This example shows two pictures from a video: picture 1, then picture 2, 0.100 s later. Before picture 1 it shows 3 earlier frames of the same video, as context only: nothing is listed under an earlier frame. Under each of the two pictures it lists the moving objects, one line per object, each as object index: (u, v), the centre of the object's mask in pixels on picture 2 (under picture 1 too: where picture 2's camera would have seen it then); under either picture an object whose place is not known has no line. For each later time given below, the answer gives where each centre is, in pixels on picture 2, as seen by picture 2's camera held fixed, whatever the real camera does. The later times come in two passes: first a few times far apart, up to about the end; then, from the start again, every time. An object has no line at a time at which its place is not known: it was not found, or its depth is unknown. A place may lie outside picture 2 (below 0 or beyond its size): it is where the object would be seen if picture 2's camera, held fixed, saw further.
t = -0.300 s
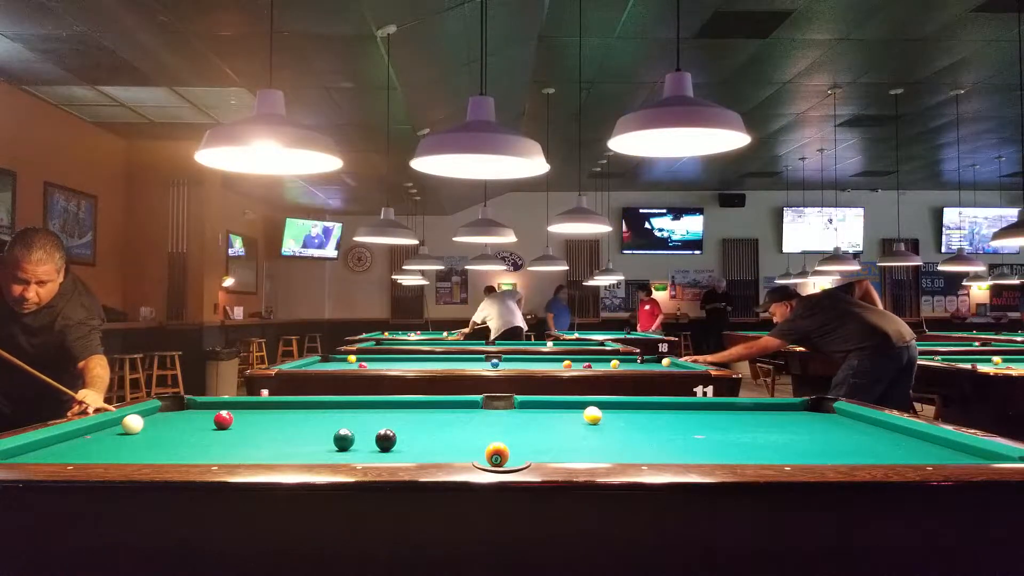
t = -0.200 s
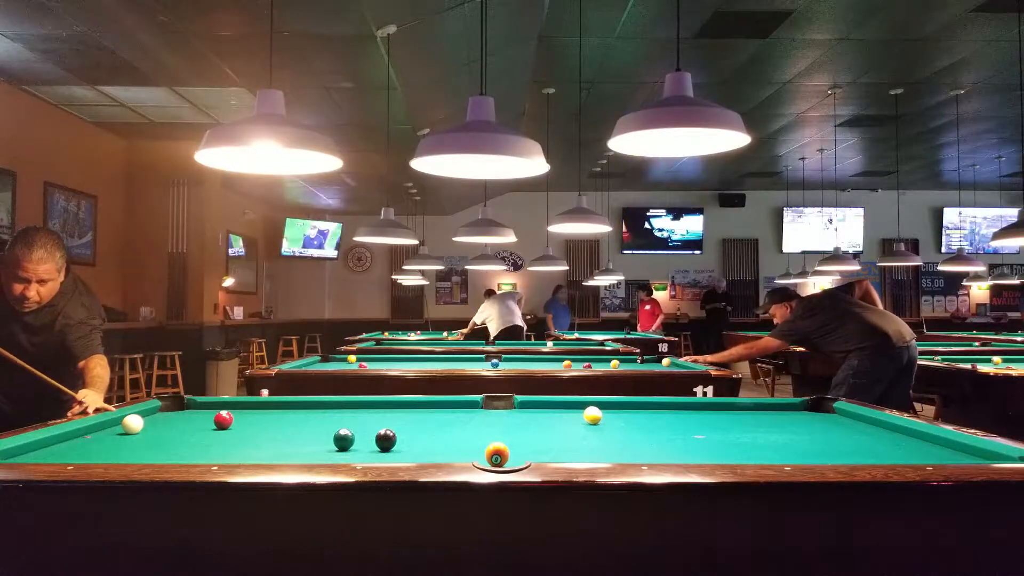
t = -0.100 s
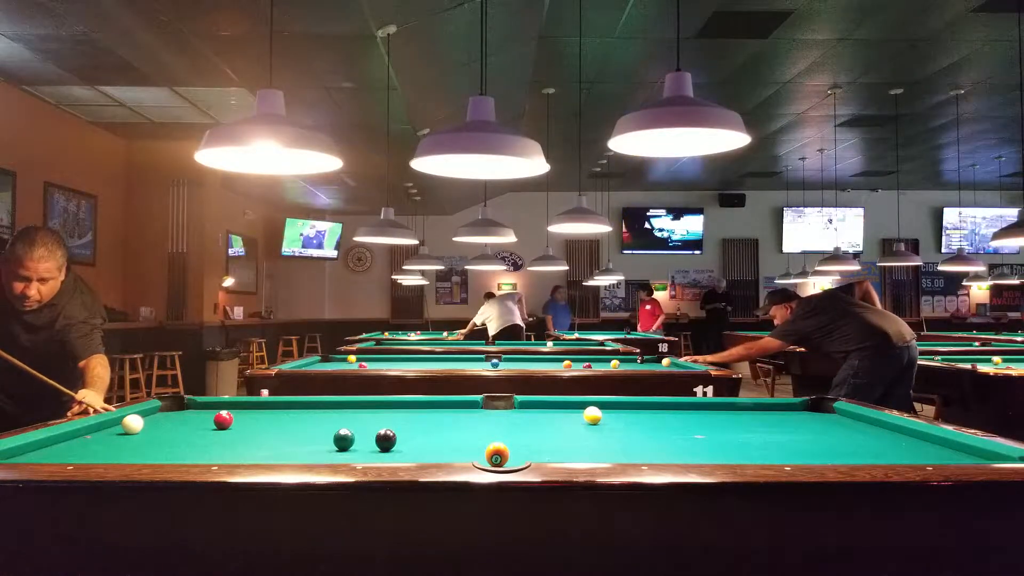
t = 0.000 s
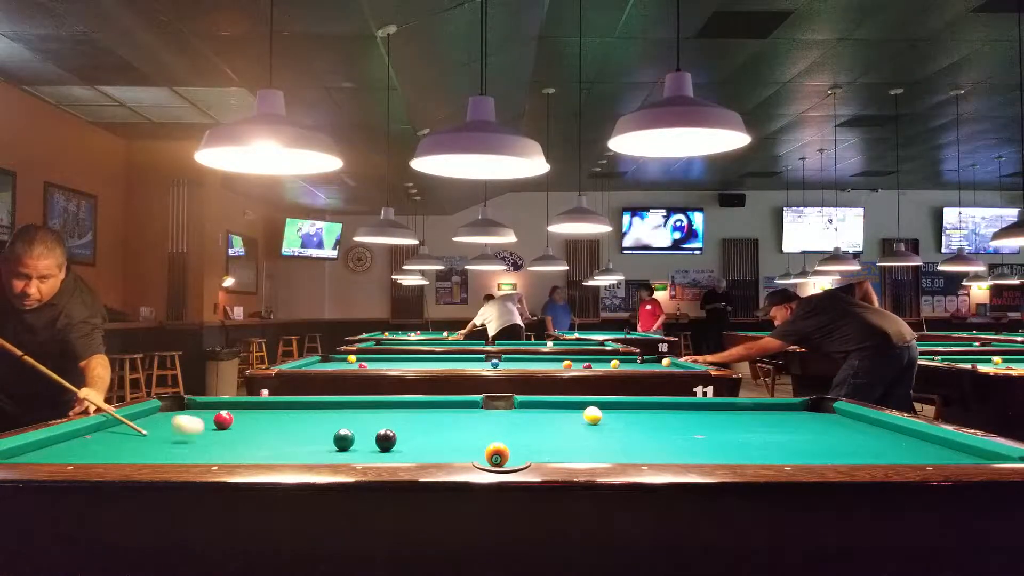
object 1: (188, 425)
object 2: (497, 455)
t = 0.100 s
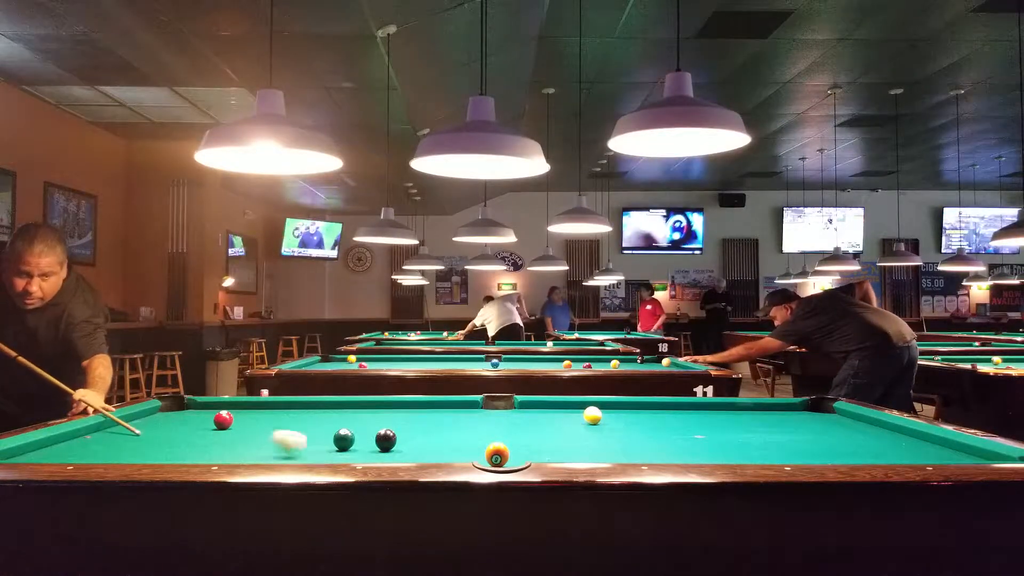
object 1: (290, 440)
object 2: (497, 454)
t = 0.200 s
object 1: (408, 453)
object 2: (497, 454)
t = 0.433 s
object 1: (464, 453)
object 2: (607, 440)
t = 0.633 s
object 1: (440, 452)
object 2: (697, 429)
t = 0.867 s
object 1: (415, 450)
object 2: (782, 419)
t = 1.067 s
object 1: (396, 450)
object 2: (840, 411)
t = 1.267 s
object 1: (377, 449)
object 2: (786, 407)
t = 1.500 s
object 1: (358, 448)
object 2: (736, 404)
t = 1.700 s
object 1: (342, 447)
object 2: (706, 406)
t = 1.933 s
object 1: (326, 447)
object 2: (669, 408)
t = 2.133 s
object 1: (313, 446)
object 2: (638, 409)
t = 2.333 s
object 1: (302, 445)
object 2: (607, 411)
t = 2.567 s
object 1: (290, 445)
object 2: (570, 413)
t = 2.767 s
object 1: (282, 444)
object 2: (538, 415)
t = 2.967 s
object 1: (275, 444)
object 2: (506, 417)
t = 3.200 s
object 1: (267, 443)
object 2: (468, 419)
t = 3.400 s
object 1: (261, 443)
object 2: (435, 421)
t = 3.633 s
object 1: (257, 443)
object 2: (397, 423)
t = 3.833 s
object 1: (254, 443)
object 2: (364, 426)
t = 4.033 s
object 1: (253, 443)
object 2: (331, 427)
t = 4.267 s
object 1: (253, 443)
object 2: (293, 431)
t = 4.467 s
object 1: (253, 443)
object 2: (263, 430)
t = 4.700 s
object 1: (253, 443)
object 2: (221, 435)
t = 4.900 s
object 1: (253, 443)
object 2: (189, 437)
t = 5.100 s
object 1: (253, 443)
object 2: (157, 439)
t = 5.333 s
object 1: (253, 443)
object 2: (120, 442)
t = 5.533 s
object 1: (253, 443)
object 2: (90, 444)
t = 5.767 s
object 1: (253, 443)
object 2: (55, 445)
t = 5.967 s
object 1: (253, 443)
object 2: (28, 447)
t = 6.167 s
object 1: (253, 443)
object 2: (37, 448)
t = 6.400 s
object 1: (253, 443)
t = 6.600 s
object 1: (253, 443)
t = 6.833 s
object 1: (253, 443)
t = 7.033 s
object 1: (253, 443)
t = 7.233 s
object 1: (253, 443)
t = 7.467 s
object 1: (253, 443)
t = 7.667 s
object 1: (253, 443)
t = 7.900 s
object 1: (253, 443)
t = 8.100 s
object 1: (253, 443)
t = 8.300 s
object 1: (253, 443)
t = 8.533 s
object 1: (253, 443)
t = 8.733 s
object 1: (253, 443)
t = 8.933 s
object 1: (253, 443)
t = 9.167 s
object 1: (253, 443)
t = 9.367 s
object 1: (253, 443)
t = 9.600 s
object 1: (253, 443)
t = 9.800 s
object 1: (253, 443)
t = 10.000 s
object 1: (253, 443)
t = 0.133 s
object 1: (328, 446)
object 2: (497, 454)
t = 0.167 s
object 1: (366, 450)
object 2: (497, 455)
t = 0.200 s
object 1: (408, 453)
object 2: (497, 454)
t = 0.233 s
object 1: (448, 455)
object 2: (497, 455)
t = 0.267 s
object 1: (474, 454)
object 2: (497, 455)
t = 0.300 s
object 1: (478, 454)
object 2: (521, 450)
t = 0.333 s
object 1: (476, 454)
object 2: (546, 447)
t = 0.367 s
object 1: (473, 453)
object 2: (567, 445)
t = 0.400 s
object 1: (468, 453)
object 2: (588, 443)
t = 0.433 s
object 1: (464, 453)
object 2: (607, 440)
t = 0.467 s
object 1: (460, 453)
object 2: (624, 438)
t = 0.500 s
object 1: (456, 452)
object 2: (640, 436)
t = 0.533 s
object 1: (452, 452)
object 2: (656, 434)
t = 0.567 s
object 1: (448, 451)
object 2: (669, 432)
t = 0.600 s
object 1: (444, 451)
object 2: (683, 431)
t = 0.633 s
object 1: (440, 452)
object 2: (697, 429)
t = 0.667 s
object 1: (437, 451)
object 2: (710, 428)
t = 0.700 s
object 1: (433, 451)
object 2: (723, 426)
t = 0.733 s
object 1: (430, 451)
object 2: (736, 424)
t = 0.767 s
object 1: (426, 451)
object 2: (748, 423)
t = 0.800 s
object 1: (422, 451)
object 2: (759, 421)
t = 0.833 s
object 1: (419, 450)
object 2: (771, 420)
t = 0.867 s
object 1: (415, 450)
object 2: (782, 419)
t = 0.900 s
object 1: (412, 450)
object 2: (792, 417)
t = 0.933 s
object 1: (409, 450)
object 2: (802, 416)
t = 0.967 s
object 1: (405, 450)
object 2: (812, 415)
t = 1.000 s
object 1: (402, 450)
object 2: (822, 414)
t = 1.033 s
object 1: (399, 450)
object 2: (832, 412)
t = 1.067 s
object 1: (396, 450)
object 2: (840, 411)
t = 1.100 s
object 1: (393, 450)
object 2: (831, 410)
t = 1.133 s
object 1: (389, 449)
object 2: (821, 410)
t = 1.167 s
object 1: (386, 449)
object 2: (811, 409)
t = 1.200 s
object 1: (383, 449)
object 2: (803, 409)
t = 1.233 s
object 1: (380, 449)
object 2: (795, 408)
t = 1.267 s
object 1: (377, 449)
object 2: (786, 407)
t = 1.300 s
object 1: (375, 449)
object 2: (778, 407)
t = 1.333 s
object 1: (372, 449)
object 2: (770, 406)
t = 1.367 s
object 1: (369, 448)
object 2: (762, 406)
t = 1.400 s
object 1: (366, 449)
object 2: (755, 405)
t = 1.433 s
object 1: (364, 448)
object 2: (747, 404)
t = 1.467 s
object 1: (361, 448)
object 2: (742, 404)
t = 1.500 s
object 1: (358, 448)
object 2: (736, 404)
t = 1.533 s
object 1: (356, 448)
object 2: (732, 405)
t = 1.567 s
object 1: (353, 448)
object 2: (726, 405)
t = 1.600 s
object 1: (350, 448)
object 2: (721, 405)
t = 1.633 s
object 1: (348, 447)
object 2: (716, 405)
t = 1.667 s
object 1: (345, 448)
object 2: (711, 406)
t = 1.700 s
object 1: (342, 447)
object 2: (706, 406)
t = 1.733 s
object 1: (340, 447)
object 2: (700, 406)
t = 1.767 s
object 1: (338, 447)
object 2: (695, 407)
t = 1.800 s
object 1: (335, 447)
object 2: (690, 407)
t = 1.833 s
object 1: (333, 447)
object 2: (685, 407)
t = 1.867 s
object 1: (330, 447)
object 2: (680, 407)
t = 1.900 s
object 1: (328, 447)
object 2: (675, 408)
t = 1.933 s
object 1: (326, 447)
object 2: (669, 408)
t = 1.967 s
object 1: (324, 446)
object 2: (664, 408)
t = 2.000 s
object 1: (321, 446)
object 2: (659, 409)
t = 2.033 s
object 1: (319, 446)
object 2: (654, 409)
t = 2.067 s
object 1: (318, 446)
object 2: (648, 409)
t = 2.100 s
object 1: (316, 446)
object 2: (643, 409)
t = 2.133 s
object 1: (313, 446)
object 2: (638, 409)
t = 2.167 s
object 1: (311, 446)
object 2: (633, 410)
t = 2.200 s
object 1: (309, 446)
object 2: (628, 410)
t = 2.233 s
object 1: (307, 445)
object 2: (623, 410)
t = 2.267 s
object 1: (305, 445)
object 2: (617, 411)
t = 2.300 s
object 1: (304, 445)
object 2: (612, 411)
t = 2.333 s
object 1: (302, 445)
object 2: (607, 411)
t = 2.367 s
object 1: (300, 445)
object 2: (604, 410)
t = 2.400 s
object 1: (299, 445)
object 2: (599, 408)
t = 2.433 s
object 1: (296, 445)
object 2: (593, 407)
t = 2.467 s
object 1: (295, 445)
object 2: (582, 411)
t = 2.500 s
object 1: (293, 445)
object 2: (578, 412)
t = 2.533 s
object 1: (292, 445)
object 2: (574, 413)
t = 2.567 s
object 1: (290, 445)
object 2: (570, 413)
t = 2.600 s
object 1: (289, 445)
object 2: (564, 413)
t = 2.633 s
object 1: (287, 444)
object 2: (559, 414)
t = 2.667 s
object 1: (286, 444)
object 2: (553, 414)
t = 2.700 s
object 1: (284, 444)
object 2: (548, 414)
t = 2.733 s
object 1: (283, 444)
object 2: (543, 415)
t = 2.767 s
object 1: (282, 444)
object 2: (538, 415)
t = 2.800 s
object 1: (281, 444)
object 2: (532, 415)
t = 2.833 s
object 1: (279, 444)
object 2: (527, 416)
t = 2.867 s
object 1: (278, 444)
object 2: (521, 416)
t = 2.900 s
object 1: (277, 444)
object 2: (516, 416)
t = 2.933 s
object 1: (276, 444)
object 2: (511, 417)
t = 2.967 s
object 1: (275, 444)
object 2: (506, 417)
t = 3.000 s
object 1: (273, 443)
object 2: (500, 417)
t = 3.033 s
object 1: (272, 443)
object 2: (495, 418)
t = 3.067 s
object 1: (271, 443)
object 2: (489, 418)
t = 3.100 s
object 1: (270, 443)
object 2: (484, 418)
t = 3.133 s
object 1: (269, 443)
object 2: (479, 418)
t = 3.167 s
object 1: (268, 443)
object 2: (473, 419)
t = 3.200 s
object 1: (267, 443)
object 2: (468, 419)
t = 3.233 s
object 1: (266, 443)
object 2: (462, 420)
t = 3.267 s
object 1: (265, 443)
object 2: (457, 420)
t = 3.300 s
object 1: (264, 443)
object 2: (452, 420)
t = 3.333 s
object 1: (263, 443)
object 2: (446, 420)
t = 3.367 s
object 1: (262, 443)
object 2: (441, 421)
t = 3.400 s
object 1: (261, 443)
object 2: (435, 421)
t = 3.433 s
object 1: (260, 443)
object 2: (430, 421)
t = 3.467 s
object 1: (260, 443)
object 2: (424, 422)
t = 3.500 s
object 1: (259, 443)
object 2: (419, 422)
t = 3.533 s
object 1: (258, 443)
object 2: (414, 423)
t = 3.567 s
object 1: (258, 443)
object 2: (408, 423)
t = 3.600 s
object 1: (257, 443)
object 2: (403, 423)
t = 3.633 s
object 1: (257, 443)
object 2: (397, 423)
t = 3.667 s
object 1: (256, 443)
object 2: (393, 423)
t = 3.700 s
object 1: (256, 443)
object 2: (387, 422)
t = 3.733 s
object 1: (255, 443)
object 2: (381, 422)
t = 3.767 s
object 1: (255, 443)
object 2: (375, 424)
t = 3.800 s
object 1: (254, 443)
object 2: (370, 425)
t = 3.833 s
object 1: (254, 443)
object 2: (364, 426)
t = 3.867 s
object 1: (254, 443)
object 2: (359, 426)
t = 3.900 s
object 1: (254, 443)
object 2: (355, 425)
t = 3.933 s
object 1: (253, 443)
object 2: (349, 424)
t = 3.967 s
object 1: (253, 443)
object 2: (342, 424)
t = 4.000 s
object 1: (253, 443)
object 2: (336, 426)
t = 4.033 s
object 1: (253, 443)
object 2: (331, 427)
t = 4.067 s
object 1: (253, 443)
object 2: (326, 428)
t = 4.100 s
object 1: (253, 443)
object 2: (320, 429)
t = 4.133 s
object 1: (253, 443)
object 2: (315, 429)
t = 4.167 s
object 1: (253, 443)
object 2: (309, 430)
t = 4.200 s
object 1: (253, 443)
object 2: (304, 430)
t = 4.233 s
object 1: (253, 443)
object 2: (298, 431)
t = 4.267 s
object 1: (253, 443)
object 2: (293, 431)
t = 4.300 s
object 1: (253, 443)
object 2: (287, 431)
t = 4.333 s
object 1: (253, 443)
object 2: (282, 431)
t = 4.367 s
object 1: (253, 443)
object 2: (276, 432)
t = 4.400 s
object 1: (253, 443)
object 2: (272, 431)
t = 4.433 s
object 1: (253, 443)
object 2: (268, 431)
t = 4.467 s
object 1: (253, 443)
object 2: (263, 430)
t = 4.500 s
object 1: (253, 443)
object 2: (255, 428)
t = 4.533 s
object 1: (253, 443)
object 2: (247, 429)
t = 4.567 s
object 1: (253, 443)
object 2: (241, 432)
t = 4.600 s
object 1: (253, 443)
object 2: (237, 433)
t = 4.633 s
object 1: (253, 443)
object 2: (232, 434)
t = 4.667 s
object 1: (253, 443)
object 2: (227, 435)
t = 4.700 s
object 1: (253, 443)
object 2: (221, 435)
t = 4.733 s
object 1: (253, 443)
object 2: (216, 436)
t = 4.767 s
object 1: (253, 443)
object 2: (210, 436)
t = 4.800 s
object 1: (253, 443)
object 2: (205, 436)
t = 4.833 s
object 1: (253, 443)
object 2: (199, 437)
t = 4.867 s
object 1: (253, 443)
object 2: (194, 437)
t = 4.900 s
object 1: (253, 443)
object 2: (189, 437)
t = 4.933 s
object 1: (253, 443)
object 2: (183, 438)
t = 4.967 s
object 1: (253, 443)
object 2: (178, 438)
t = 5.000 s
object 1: (253, 443)
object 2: (173, 438)
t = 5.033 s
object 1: (253, 443)
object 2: (167, 439)
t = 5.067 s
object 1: (253, 443)
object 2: (162, 439)
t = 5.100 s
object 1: (253, 443)
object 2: (157, 439)
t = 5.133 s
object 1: (253, 443)
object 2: (151, 439)
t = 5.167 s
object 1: (253, 443)
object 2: (146, 440)
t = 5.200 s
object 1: (253, 443)
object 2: (141, 440)
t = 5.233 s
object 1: (253, 443)
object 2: (136, 440)
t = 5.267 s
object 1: (253, 443)
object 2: (131, 441)
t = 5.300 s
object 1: (253, 443)
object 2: (126, 441)
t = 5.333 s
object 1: (253, 443)
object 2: (120, 442)
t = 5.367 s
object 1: (253, 443)
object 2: (115, 442)
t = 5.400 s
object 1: (253, 443)
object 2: (110, 442)
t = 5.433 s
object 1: (253, 443)
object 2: (105, 443)
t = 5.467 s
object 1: (253, 443)
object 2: (100, 443)
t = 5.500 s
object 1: (253, 443)
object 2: (95, 443)
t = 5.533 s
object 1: (253, 443)
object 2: (90, 444)
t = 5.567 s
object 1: (253, 443)
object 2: (85, 444)
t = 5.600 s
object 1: (253, 443)
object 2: (80, 444)
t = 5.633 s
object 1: (253, 443)
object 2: (75, 444)
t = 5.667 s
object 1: (253, 443)
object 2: (70, 445)
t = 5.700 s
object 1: (253, 443)
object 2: (65, 445)
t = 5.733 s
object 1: (253, 443)
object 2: (60, 445)
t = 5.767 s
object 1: (253, 443)
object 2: (55, 445)
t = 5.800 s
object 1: (253, 443)
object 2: (51, 446)
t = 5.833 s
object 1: (253, 443)
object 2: (46, 446)
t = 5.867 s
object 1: (253, 443)
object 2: (41, 446)
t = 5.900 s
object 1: (253, 443)
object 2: (37, 446)
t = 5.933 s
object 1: (253, 443)
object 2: (32, 447)
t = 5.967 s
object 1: (253, 443)
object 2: (28, 447)
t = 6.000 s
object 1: (253, 443)
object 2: (29, 447)
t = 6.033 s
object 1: (253, 443)
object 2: (31, 448)
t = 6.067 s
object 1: (253, 443)
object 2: (32, 448)
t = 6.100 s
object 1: (253, 443)
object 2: (34, 448)
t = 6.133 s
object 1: (253, 443)
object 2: (35, 448)
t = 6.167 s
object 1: (253, 443)
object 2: (37, 448)
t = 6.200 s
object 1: (253, 443)
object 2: (38, 448)
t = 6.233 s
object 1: (253, 443)
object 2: (40, 448)
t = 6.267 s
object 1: (253, 443)
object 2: (42, 448)
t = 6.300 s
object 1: (253, 443)
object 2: (43, 449)
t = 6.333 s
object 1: (253, 443)
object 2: (45, 449)
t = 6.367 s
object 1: (253, 443)
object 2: (46, 449)
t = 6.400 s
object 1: (253, 443)
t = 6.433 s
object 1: (253, 443)
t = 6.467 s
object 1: (253, 443)
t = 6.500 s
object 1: (253, 443)
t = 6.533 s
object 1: (253, 443)
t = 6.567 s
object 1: (253, 443)
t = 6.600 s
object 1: (253, 443)
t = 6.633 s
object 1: (253, 443)
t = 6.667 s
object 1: (253, 443)
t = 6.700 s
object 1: (253, 443)
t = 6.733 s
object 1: (253, 443)
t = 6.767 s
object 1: (253, 443)
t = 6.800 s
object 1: (253, 443)
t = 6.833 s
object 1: (253, 443)
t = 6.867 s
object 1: (253, 443)
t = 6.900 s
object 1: (253, 443)
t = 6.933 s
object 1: (253, 443)
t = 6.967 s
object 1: (253, 443)
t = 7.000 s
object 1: (253, 443)
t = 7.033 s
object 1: (253, 443)
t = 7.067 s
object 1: (253, 443)
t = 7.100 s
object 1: (253, 443)
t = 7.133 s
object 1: (253, 443)
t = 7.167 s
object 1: (253, 443)
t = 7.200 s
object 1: (253, 443)
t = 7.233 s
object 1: (253, 443)
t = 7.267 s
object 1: (253, 443)
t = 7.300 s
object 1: (253, 443)
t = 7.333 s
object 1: (253, 443)
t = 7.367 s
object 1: (253, 443)
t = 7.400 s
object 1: (253, 443)
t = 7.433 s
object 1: (253, 443)
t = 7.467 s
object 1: (253, 443)
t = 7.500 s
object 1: (253, 443)
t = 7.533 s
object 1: (253, 443)
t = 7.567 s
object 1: (253, 443)
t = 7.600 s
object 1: (253, 443)
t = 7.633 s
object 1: (253, 443)
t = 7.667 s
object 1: (253, 443)
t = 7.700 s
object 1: (253, 443)
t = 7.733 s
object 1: (253, 443)
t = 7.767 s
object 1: (253, 443)
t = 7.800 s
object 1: (253, 443)
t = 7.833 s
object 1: (253, 443)
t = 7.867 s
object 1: (253, 443)
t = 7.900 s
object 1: (253, 443)
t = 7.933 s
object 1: (253, 443)
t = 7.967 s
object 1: (253, 443)
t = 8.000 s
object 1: (253, 443)
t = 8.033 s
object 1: (253, 443)
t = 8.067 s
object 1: (253, 443)
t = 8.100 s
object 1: (253, 443)
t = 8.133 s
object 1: (253, 443)
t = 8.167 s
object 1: (253, 443)
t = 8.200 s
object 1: (253, 443)
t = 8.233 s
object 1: (253, 443)
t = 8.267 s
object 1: (253, 443)
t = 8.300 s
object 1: (253, 443)
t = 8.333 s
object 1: (253, 443)
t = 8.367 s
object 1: (253, 443)
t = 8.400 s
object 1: (253, 443)
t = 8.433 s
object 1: (253, 443)
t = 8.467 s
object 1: (253, 443)
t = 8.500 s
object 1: (253, 443)
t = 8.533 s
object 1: (253, 443)
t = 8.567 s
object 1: (253, 443)
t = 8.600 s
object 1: (253, 443)
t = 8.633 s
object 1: (253, 443)
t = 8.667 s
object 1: (253, 443)
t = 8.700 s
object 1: (253, 443)
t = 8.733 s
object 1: (253, 443)
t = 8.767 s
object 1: (253, 443)
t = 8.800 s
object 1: (253, 443)
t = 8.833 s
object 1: (253, 443)
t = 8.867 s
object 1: (253, 443)
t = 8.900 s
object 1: (253, 443)
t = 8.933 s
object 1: (253, 443)
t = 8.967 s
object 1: (253, 443)
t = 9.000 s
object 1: (253, 443)
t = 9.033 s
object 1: (253, 443)
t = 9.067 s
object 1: (253, 443)
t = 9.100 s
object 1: (253, 443)
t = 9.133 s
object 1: (253, 443)
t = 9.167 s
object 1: (253, 443)
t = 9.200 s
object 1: (253, 443)
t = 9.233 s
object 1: (253, 443)
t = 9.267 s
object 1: (253, 443)
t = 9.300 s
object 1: (253, 443)
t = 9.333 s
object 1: (253, 443)
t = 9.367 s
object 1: (253, 443)
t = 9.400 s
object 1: (253, 443)
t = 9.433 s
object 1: (253, 443)
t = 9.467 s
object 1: (253, 443)
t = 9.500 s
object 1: (253, 443)
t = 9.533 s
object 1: (253, 443)
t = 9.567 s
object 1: (253, 443)
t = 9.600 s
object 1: (253, 443)
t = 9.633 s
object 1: (253, 443)
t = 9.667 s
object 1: (253, 443)
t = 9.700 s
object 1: (253, 443)
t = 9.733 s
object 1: (253, 443)
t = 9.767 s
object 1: (253, 443)
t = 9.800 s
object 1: (253, 443)
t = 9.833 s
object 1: (253, 443)
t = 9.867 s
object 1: (253, 443)
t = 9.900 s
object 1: (253, 443)
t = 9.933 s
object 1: (253, 443)
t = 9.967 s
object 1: (253, 443)
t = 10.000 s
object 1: (253, 443)
